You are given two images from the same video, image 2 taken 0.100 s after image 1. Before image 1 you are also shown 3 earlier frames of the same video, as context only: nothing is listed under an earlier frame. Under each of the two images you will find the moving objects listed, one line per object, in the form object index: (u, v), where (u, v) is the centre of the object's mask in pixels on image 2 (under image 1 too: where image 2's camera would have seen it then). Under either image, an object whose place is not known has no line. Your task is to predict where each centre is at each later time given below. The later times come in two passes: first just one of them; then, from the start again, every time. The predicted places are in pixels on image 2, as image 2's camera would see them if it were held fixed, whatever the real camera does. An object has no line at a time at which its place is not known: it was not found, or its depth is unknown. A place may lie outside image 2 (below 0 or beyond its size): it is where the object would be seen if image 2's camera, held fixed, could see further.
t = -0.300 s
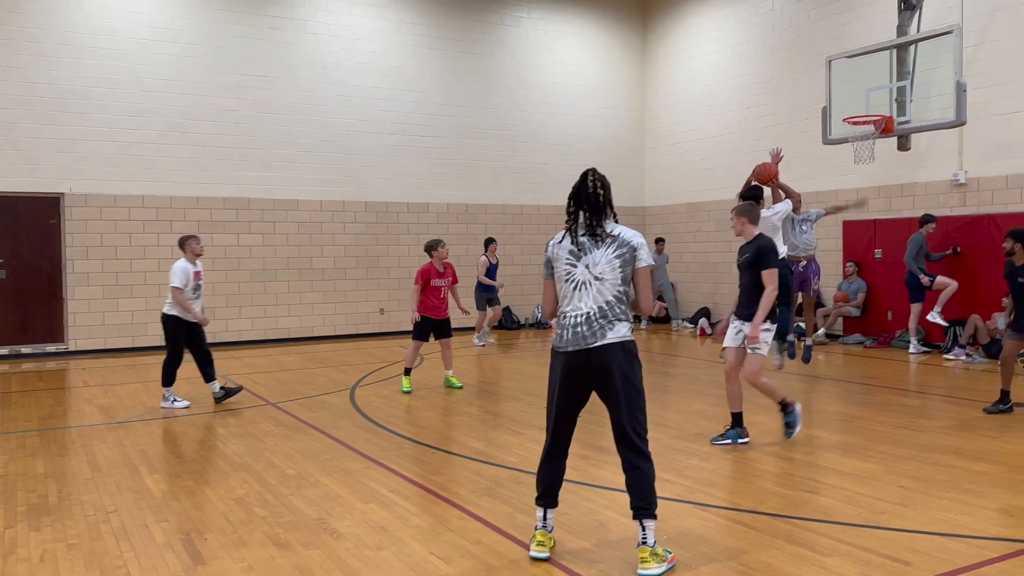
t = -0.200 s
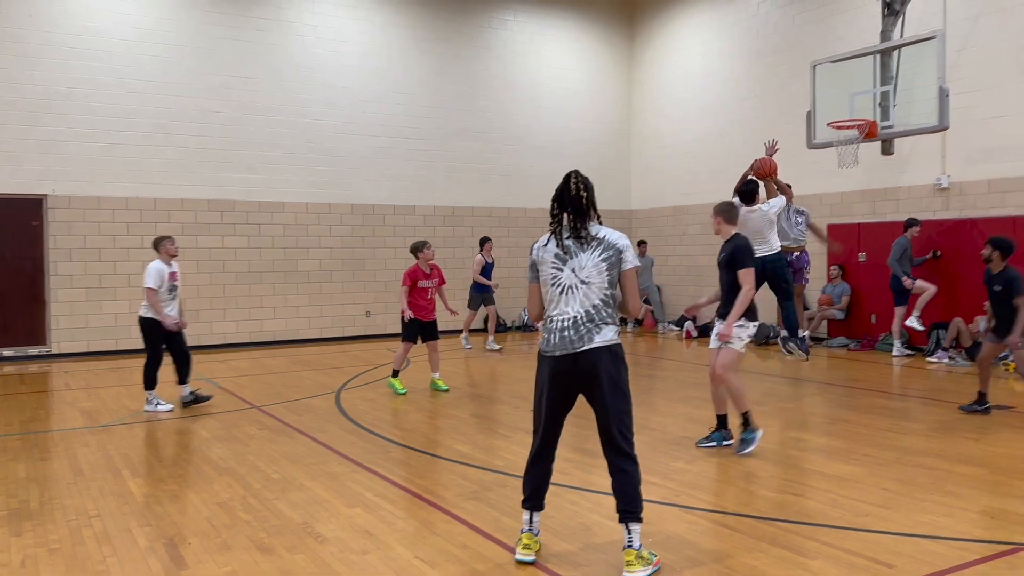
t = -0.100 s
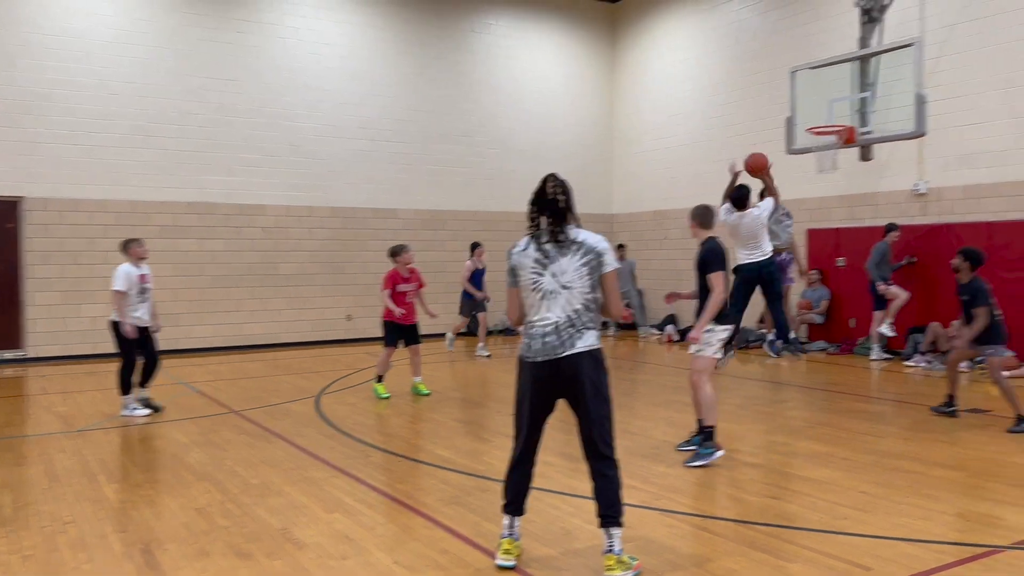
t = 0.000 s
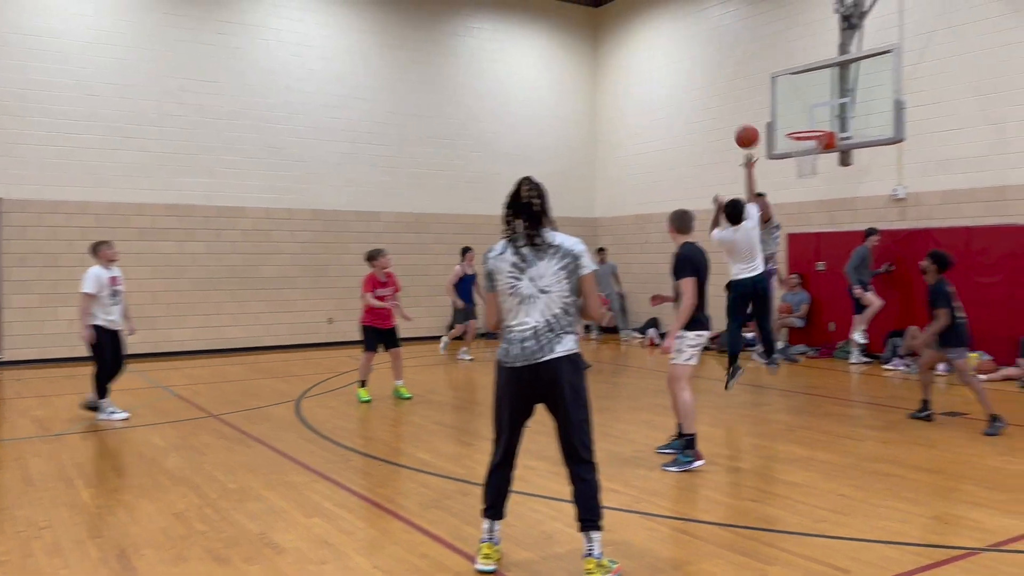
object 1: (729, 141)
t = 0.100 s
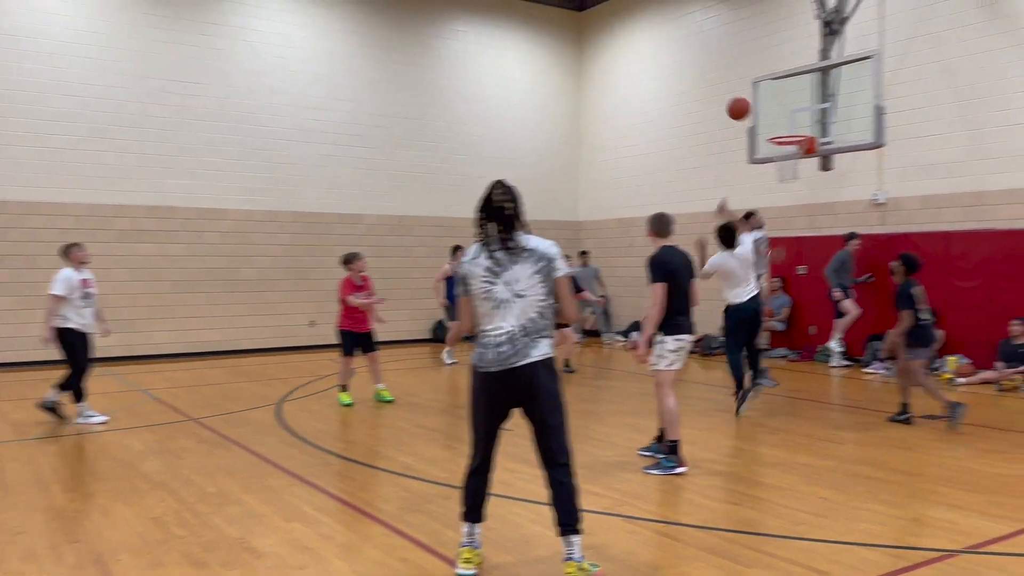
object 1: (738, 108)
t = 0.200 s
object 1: (746, 87)
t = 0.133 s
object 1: (742, 100)
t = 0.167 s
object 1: (744, 93)
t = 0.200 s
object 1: (746, 87)
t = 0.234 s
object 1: (749, 81)
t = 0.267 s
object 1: (752, 78)
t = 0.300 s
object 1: (755, 75)
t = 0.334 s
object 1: (757, 73)
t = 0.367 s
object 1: (759, 72)
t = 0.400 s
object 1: (761, 72)
